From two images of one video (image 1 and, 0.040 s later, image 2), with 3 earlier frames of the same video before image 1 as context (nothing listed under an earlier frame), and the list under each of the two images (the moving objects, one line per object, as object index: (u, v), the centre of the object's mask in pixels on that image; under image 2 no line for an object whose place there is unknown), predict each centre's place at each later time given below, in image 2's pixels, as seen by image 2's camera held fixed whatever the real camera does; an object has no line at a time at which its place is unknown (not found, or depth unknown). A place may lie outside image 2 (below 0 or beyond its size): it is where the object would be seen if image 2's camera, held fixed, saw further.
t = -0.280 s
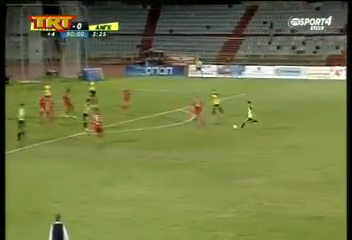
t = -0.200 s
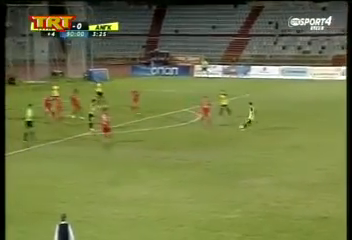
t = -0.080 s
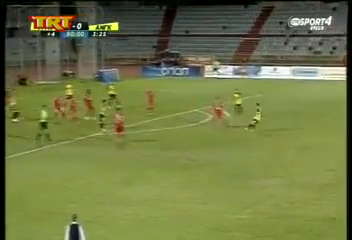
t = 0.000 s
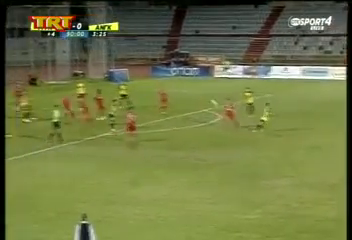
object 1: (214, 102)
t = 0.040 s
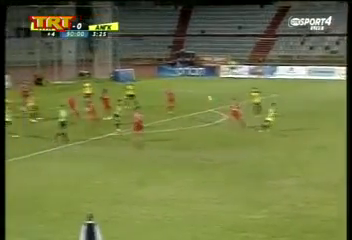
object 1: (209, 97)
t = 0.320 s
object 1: (135, 65)
